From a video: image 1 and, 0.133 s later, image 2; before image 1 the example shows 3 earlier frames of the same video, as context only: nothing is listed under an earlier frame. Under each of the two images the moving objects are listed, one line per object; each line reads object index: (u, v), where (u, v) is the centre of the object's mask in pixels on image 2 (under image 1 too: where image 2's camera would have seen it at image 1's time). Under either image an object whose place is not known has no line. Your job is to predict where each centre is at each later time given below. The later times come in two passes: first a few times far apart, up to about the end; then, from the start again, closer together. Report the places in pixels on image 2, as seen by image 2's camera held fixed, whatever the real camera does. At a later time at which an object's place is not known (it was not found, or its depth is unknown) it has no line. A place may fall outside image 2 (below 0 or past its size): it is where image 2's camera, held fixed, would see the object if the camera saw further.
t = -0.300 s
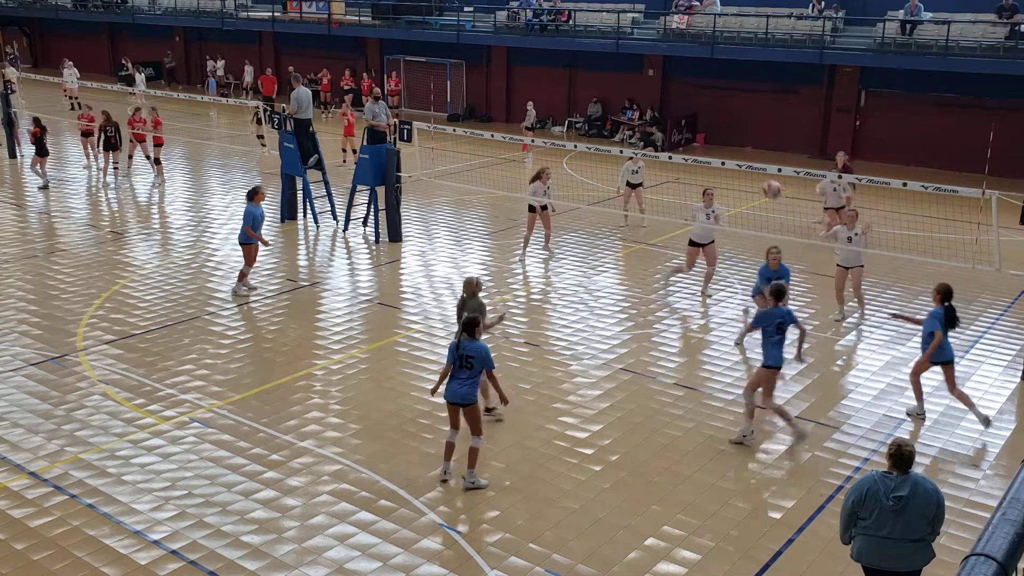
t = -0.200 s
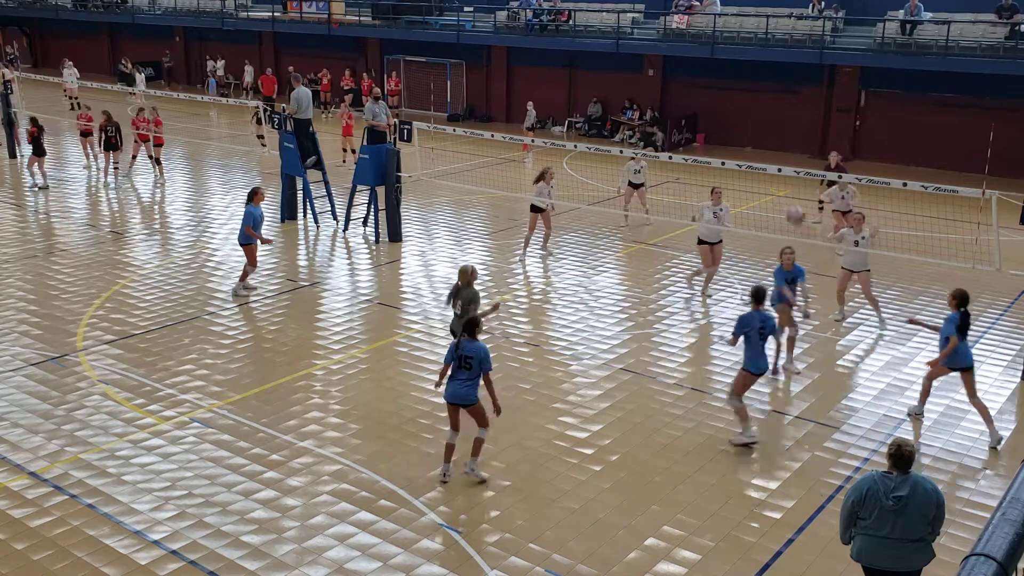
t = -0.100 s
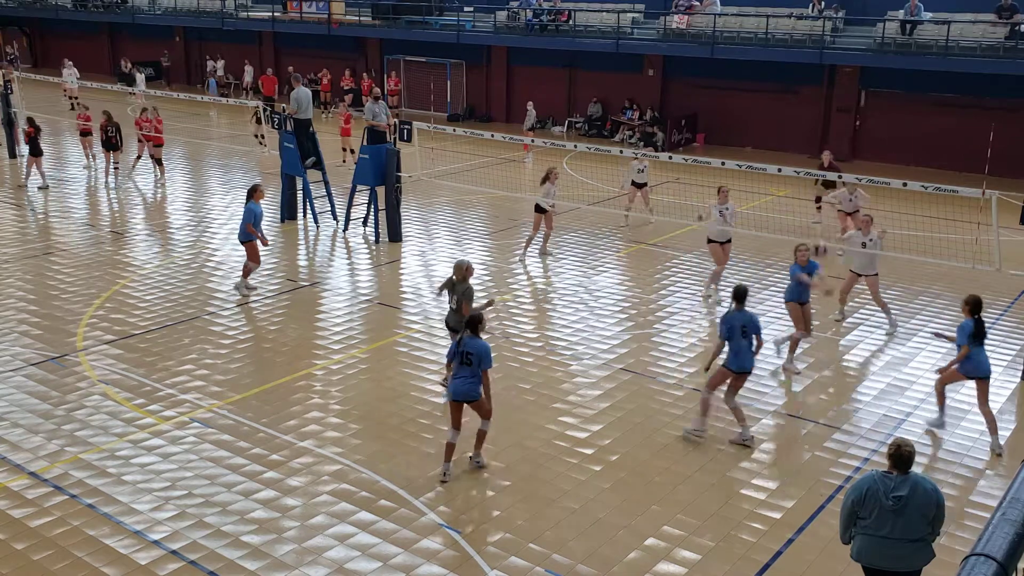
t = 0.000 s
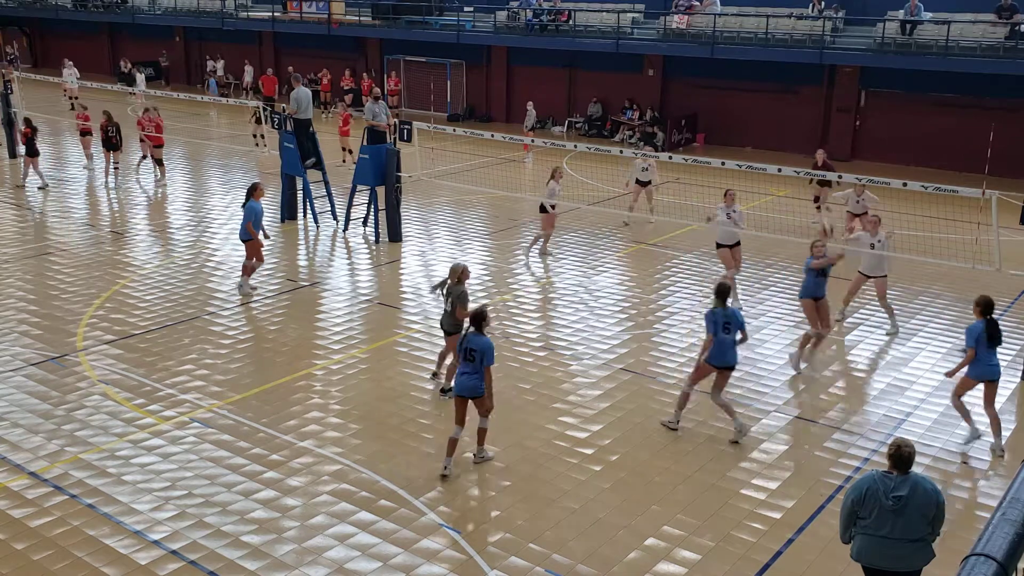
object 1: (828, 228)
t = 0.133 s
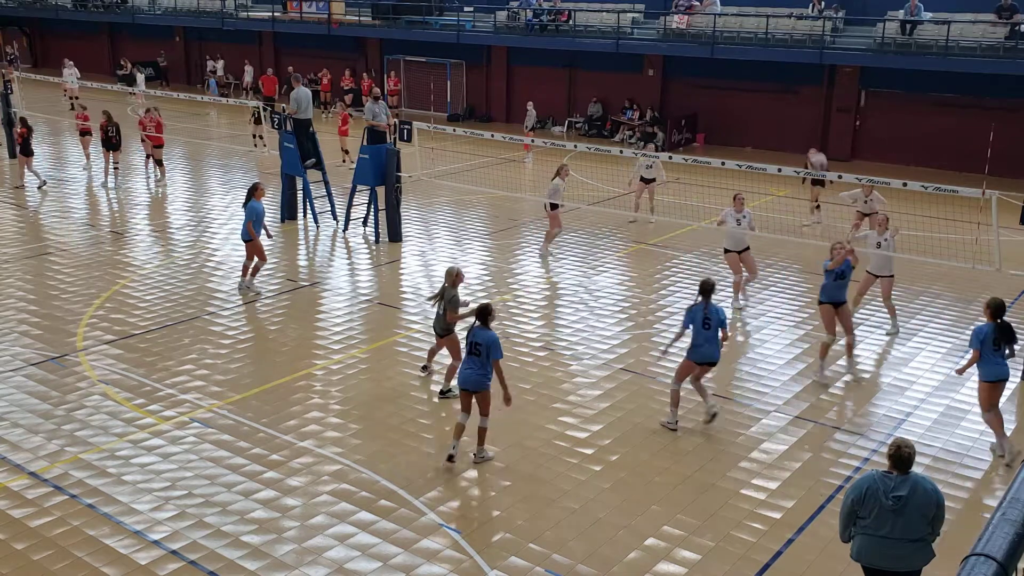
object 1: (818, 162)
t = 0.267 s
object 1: (807, 111)
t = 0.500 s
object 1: (784, 53)
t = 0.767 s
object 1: (751, 48)
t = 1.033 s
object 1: (713, 108)
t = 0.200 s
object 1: (813, 135)
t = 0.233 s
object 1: (810, 122)
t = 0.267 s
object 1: (807, 111)
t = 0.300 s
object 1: (804, 99)
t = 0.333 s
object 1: (801, 89)
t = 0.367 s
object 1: (798, 80)
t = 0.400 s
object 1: (795, 72)
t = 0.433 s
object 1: (792, 65)
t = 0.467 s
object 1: (788, 59)
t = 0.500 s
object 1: (784, 53)
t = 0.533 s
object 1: (781, 49)
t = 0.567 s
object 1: (777, 46)
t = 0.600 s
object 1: (773, 44)
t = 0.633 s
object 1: (769, 43)
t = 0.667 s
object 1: (765, 42)
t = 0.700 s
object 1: (761, 43)
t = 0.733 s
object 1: (756, 45)
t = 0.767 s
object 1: (751, 48)
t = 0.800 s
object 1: (747, 52)
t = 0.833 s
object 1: (743, 57)
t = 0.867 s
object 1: (738, 63)
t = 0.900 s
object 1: (733, 70)
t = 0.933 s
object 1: (728, 78)
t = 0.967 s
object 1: (723, 86)
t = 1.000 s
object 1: (718, 97)
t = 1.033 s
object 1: (713, 108)
